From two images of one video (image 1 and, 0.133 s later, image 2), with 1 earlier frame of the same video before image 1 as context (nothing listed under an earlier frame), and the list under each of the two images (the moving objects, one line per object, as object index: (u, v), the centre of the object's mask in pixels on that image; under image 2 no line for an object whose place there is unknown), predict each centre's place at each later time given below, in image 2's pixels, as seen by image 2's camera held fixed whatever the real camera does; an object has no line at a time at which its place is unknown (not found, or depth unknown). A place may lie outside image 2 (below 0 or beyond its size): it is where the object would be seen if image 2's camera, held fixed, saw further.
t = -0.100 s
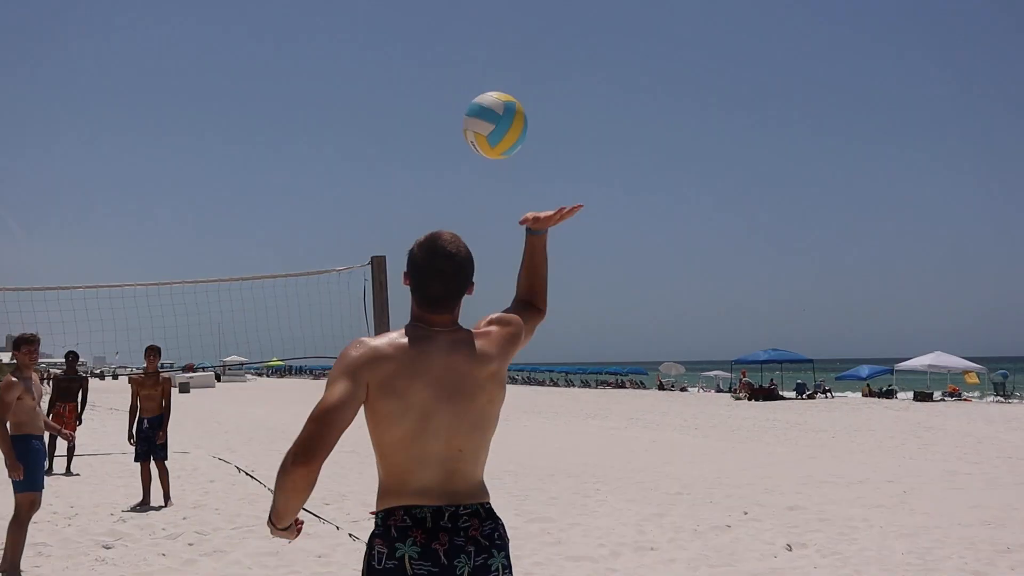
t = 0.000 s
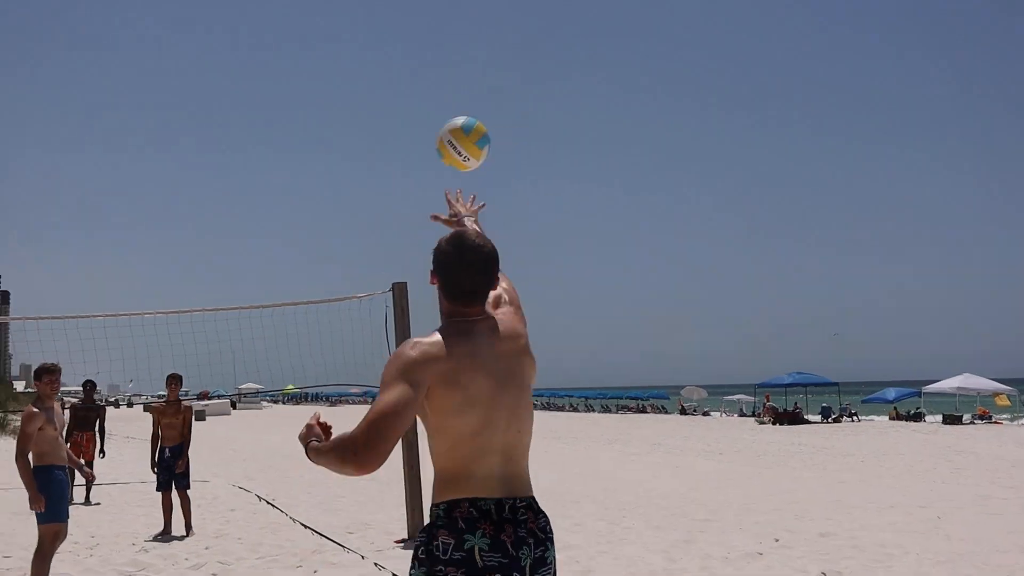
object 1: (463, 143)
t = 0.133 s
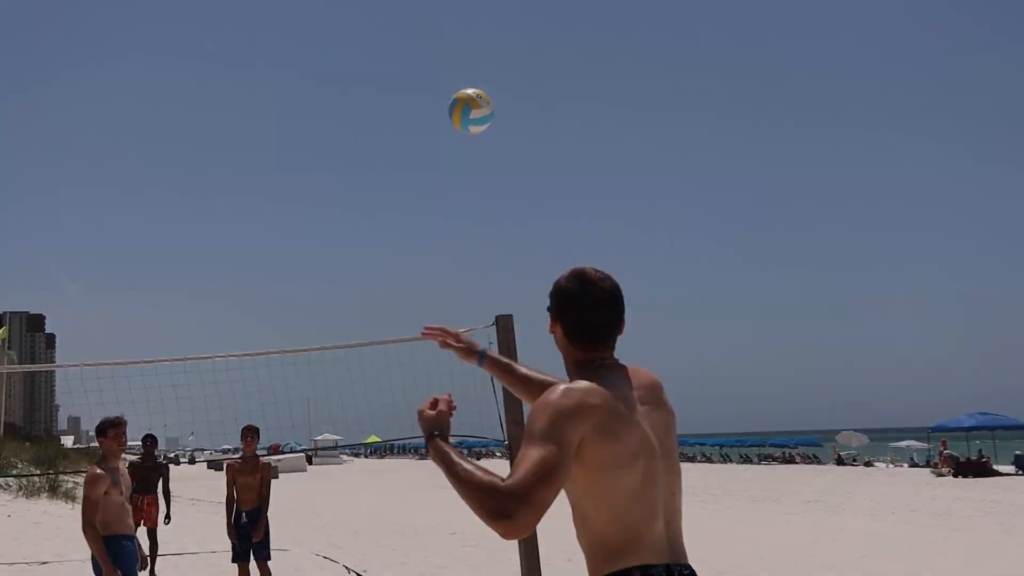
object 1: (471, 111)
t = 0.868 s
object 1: (299, 410)
